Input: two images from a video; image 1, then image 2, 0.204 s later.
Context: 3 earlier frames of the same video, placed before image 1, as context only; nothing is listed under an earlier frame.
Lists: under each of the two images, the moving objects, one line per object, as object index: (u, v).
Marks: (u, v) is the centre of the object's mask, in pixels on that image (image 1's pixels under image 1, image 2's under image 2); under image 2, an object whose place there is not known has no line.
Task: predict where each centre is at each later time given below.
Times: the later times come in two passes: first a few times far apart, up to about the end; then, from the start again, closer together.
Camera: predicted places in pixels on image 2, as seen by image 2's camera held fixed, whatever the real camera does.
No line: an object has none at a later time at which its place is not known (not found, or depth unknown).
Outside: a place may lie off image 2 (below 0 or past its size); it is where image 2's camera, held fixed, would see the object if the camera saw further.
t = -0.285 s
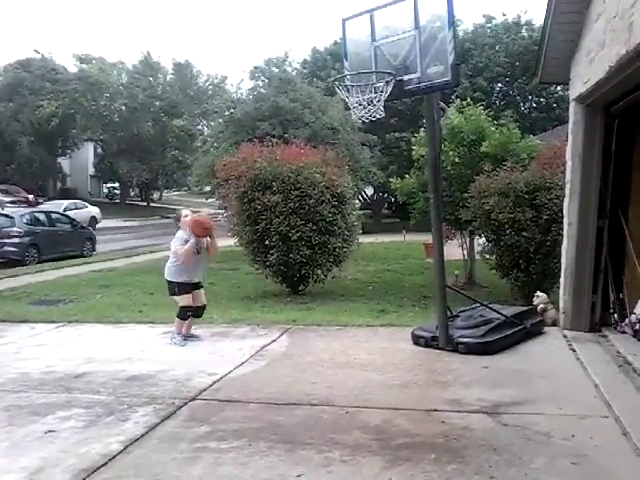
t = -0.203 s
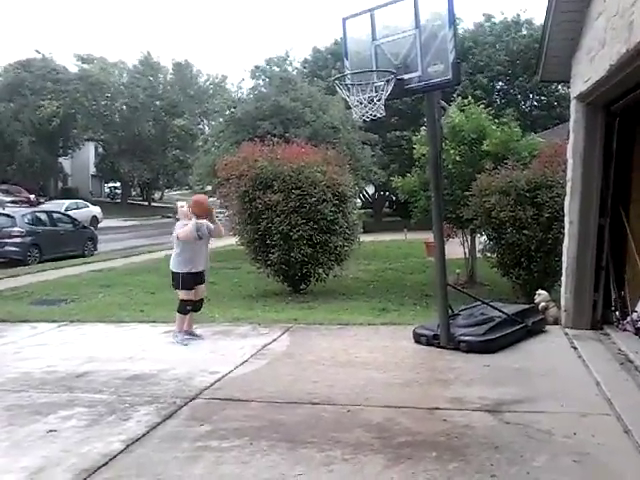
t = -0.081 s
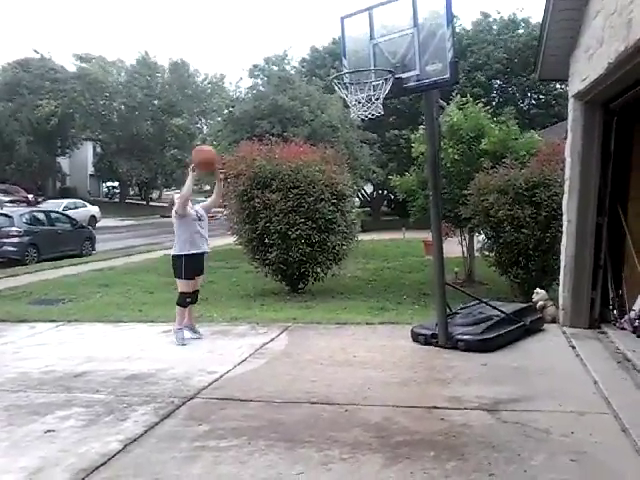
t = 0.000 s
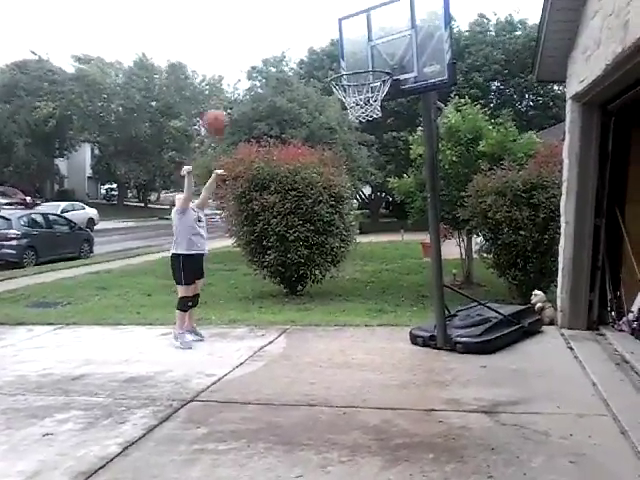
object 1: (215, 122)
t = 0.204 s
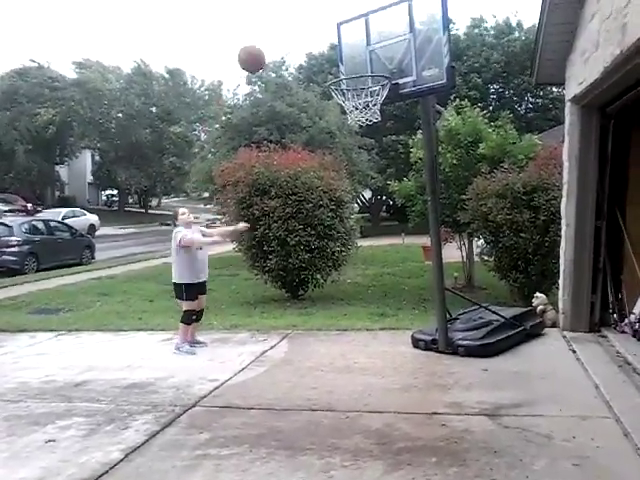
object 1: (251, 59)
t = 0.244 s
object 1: (259, 50)
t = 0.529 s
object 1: (319, 36)
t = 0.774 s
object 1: (373, 97)
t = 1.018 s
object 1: (363, 111)
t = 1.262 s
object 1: (343, 138)
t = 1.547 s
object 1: (333, 270)
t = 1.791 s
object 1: (328, 310)
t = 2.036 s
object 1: (325, 209)
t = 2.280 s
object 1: (322, 180)
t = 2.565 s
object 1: (315, 257)
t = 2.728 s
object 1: (312, 360)
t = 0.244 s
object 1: (259, 50)
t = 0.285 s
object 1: (266, 42)
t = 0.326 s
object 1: (275, 37)
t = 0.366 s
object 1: (283, 31)
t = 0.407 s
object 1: (292, 30)
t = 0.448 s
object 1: (300, 30)
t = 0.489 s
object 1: (309, 31)
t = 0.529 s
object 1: (319, 36)
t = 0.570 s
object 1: (328, 43)
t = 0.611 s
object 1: (337, 52)
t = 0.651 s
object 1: (346, 62)
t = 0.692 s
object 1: (357, 78)
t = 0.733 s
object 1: (364, 87)
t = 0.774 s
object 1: (373, 97)
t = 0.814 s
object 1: (380, 110)
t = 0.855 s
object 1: (380, 108)
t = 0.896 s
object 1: (379, 116)
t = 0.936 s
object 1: (379, 115)
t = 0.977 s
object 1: (375, 111)
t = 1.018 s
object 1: (363, 111)
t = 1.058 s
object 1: (353, 111)
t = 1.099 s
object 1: (350, 112)
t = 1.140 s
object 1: (357, 114)
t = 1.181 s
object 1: (348, 128)
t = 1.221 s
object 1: (345, 130)
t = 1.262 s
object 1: (343, 138)
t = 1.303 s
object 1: (342, 150)
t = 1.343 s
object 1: (341, 164)
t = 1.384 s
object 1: (340, 180)
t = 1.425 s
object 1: (337, 199)
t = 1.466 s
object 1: (336, 221)
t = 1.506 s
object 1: (334, 244)
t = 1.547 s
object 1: (333, 270)
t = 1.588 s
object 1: (332, 299)
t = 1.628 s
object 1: (331, 330)
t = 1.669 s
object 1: (329, 365)
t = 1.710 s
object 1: (328, 359)
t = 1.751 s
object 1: (329, 335)
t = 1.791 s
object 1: (328, 310)
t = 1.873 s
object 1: (327, 269)
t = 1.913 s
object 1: (327, 251)
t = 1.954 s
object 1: (326, 235)
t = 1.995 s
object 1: (326, 221)
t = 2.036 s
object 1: (325, 209)
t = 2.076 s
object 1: (325, 199)
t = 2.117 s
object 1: (324, 190)
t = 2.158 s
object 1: (323, 184)
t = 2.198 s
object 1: (322, 180)
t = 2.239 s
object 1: (322, 179)
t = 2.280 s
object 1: (322, 180)
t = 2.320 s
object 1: (321, 182)
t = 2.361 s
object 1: (319, 189)
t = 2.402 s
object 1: (319, 197)
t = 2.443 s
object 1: (318, 208)
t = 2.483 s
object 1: (317, 222)
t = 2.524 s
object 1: (317, 238)
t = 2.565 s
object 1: (315, 257)
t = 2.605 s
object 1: (315, 280)
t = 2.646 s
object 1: (314, 303)
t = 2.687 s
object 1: (313, 330)
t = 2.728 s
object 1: (312, 360)
